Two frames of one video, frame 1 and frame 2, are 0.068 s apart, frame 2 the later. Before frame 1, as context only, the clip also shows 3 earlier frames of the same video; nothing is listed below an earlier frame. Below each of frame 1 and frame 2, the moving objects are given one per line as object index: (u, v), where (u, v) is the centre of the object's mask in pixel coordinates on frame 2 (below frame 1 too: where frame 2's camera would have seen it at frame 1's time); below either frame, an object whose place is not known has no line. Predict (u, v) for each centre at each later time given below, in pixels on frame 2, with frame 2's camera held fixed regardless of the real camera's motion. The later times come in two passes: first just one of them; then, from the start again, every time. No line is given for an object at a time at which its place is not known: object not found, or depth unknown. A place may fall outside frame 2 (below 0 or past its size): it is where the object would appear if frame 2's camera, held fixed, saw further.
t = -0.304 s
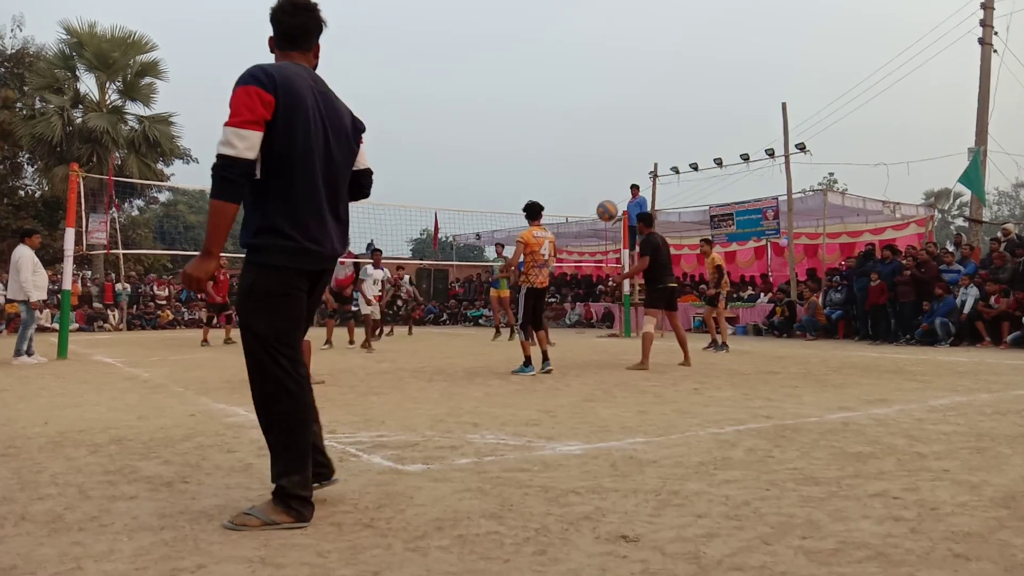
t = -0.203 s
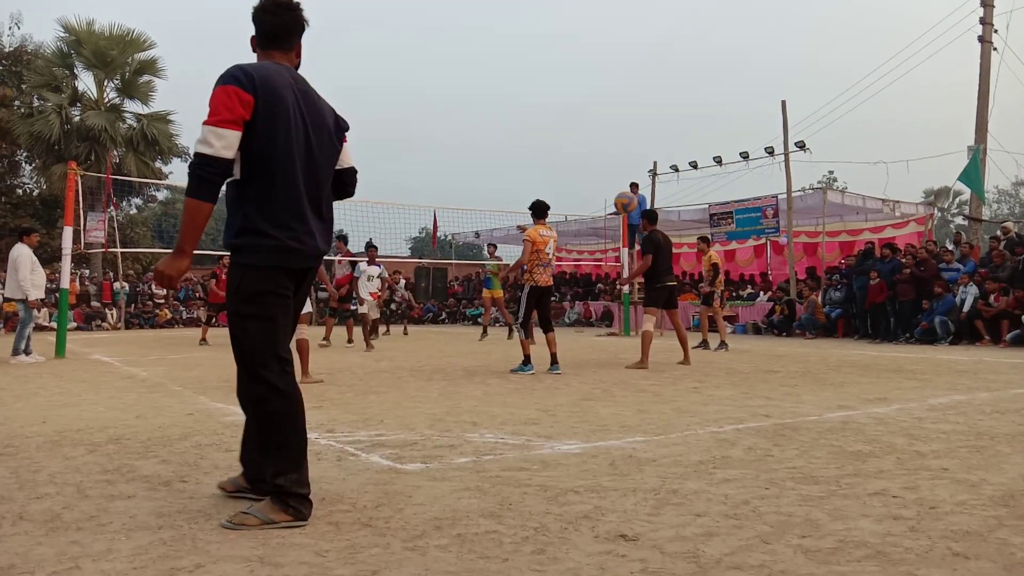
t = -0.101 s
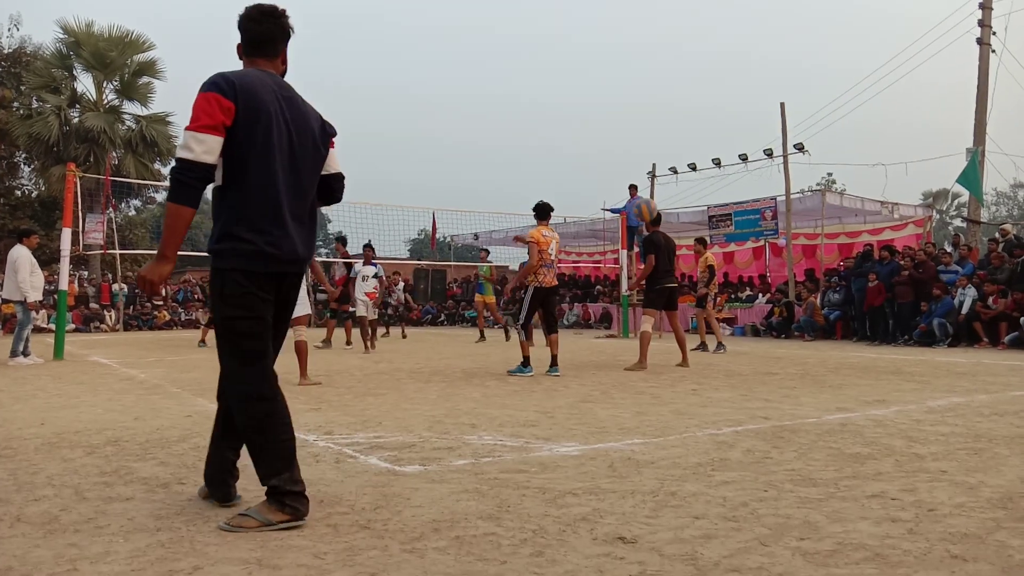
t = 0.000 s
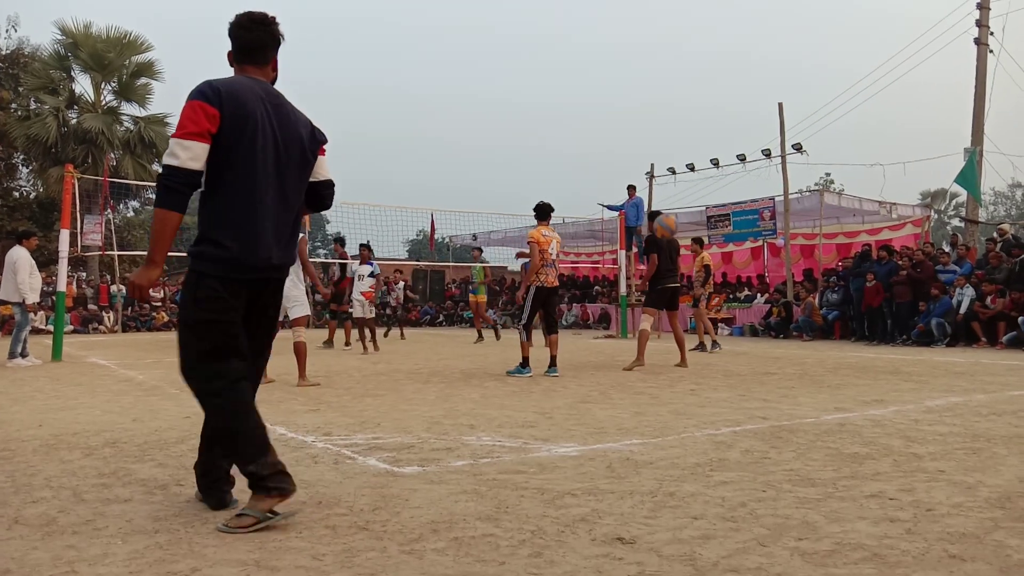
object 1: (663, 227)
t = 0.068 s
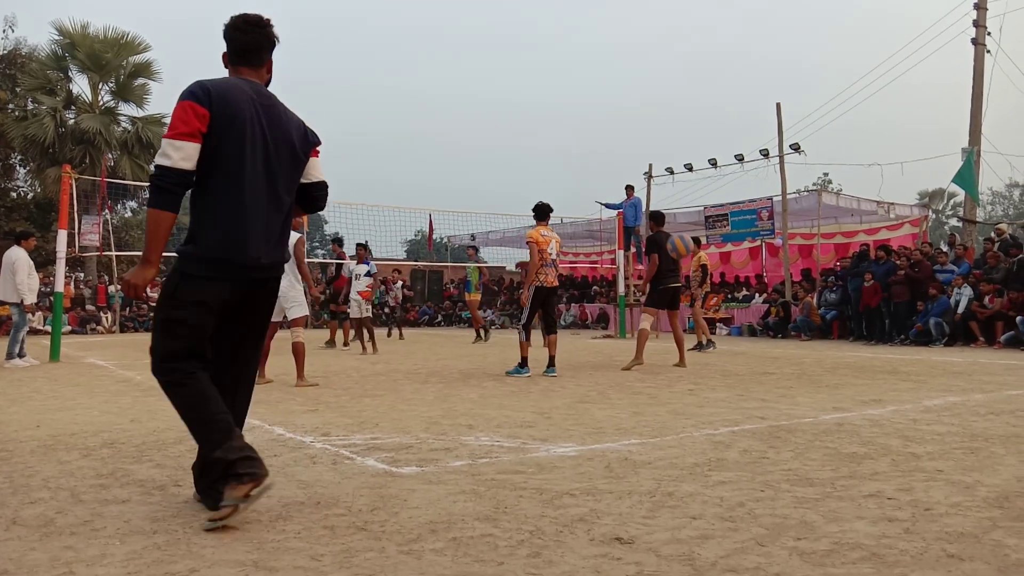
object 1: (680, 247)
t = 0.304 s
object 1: (743, 369)
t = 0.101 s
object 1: (688, 258)
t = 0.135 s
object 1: (697, 272)
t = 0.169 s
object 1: (705, 286)
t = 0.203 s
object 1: (716, 304)
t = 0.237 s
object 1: (725, 323)
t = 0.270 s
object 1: (734, 345)
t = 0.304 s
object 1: (743, 369)
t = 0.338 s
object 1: (753, 392)
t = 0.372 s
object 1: (763, 374)
